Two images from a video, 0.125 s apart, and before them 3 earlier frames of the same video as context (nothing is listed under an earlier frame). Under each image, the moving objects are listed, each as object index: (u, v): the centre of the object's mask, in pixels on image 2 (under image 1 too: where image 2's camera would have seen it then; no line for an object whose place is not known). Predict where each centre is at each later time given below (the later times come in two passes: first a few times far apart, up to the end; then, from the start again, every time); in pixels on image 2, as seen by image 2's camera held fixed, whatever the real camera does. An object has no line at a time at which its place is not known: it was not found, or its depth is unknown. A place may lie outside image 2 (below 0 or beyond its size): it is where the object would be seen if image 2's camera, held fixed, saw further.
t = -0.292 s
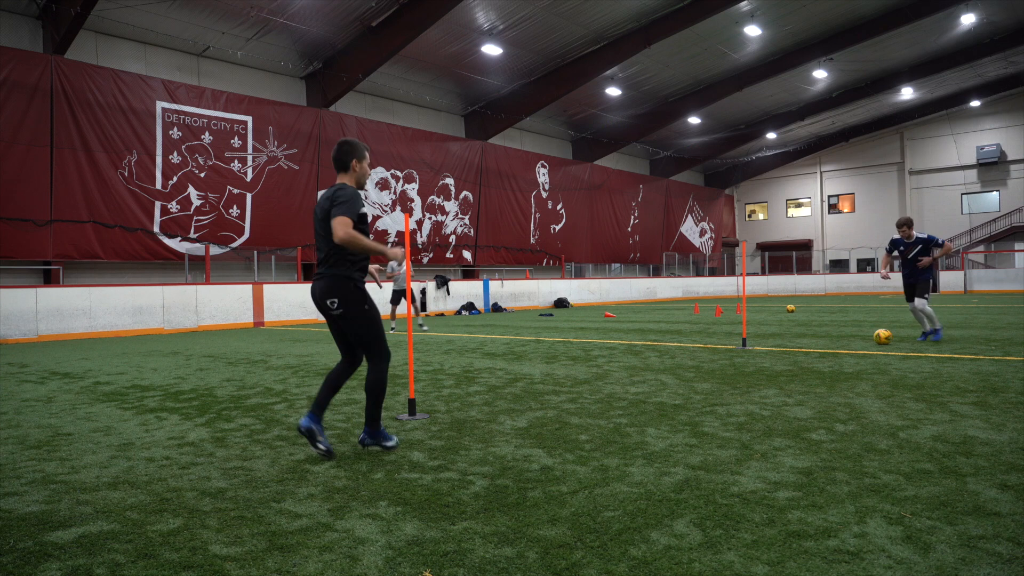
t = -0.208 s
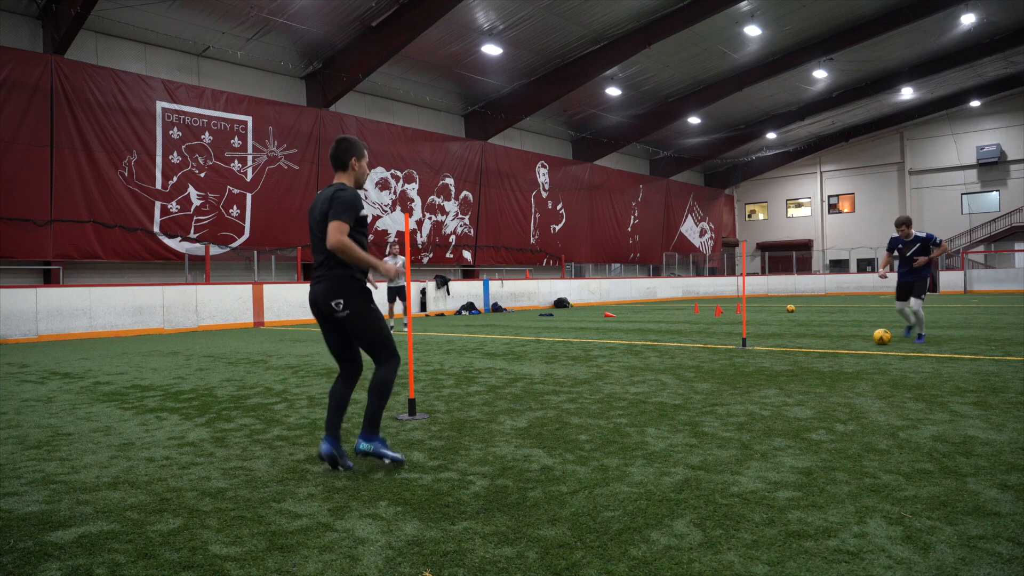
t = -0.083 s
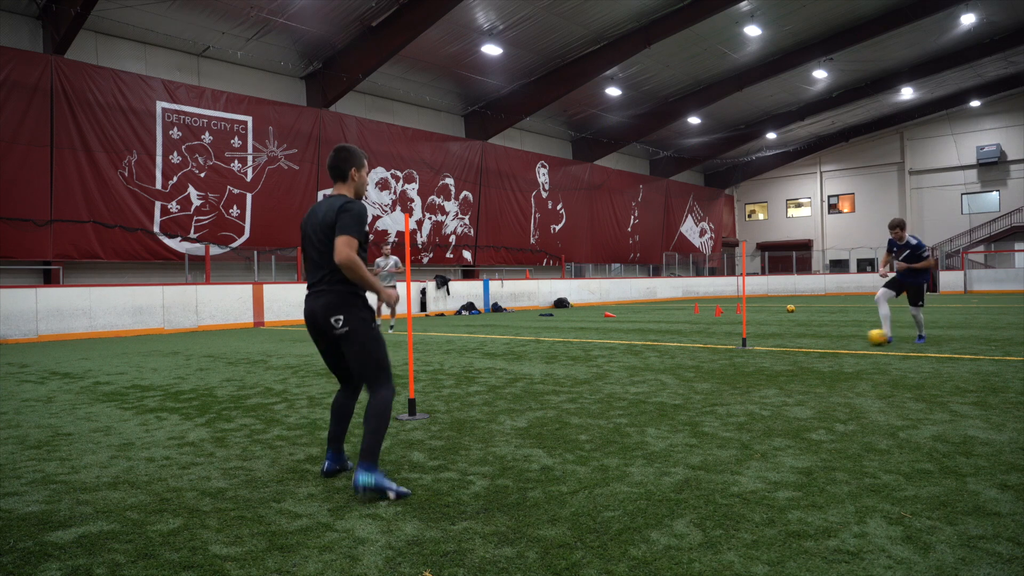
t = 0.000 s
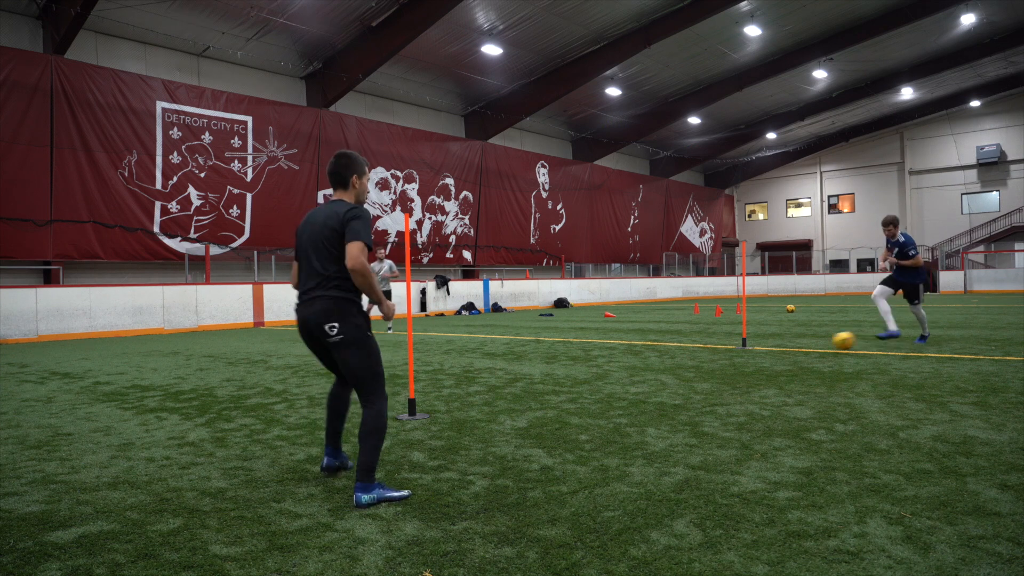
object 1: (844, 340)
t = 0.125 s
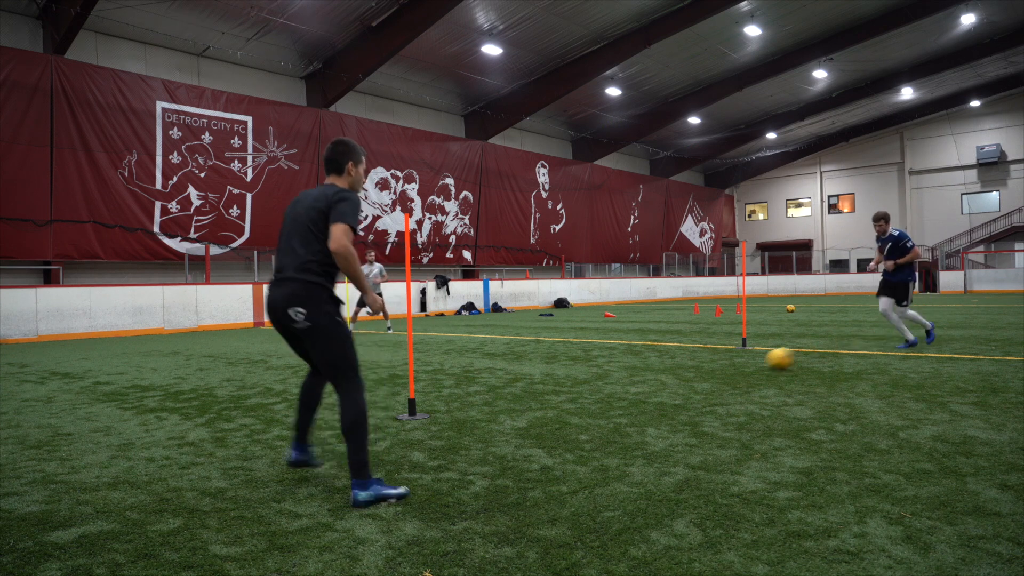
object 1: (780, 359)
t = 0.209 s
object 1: (731, 364)
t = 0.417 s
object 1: (554, 402)
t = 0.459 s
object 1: (507, 410)
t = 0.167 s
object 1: (756, 362)
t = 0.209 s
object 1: (731, 364)
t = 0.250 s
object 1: (702, 370)
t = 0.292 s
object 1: (670, 379)
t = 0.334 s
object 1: (632, 391)
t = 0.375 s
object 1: (595, 397)
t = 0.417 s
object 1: (554, 402)
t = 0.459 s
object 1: (507, 410)
